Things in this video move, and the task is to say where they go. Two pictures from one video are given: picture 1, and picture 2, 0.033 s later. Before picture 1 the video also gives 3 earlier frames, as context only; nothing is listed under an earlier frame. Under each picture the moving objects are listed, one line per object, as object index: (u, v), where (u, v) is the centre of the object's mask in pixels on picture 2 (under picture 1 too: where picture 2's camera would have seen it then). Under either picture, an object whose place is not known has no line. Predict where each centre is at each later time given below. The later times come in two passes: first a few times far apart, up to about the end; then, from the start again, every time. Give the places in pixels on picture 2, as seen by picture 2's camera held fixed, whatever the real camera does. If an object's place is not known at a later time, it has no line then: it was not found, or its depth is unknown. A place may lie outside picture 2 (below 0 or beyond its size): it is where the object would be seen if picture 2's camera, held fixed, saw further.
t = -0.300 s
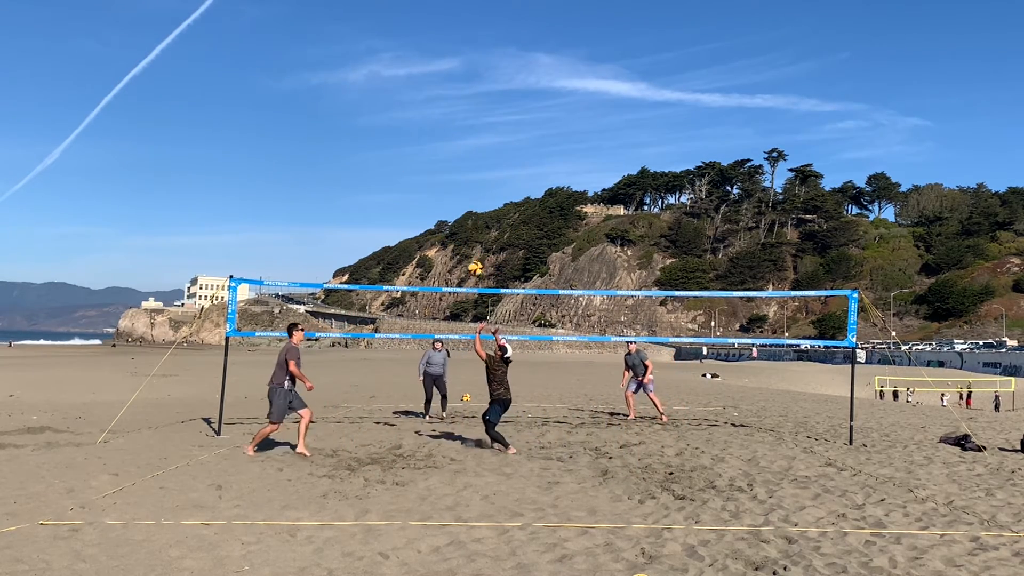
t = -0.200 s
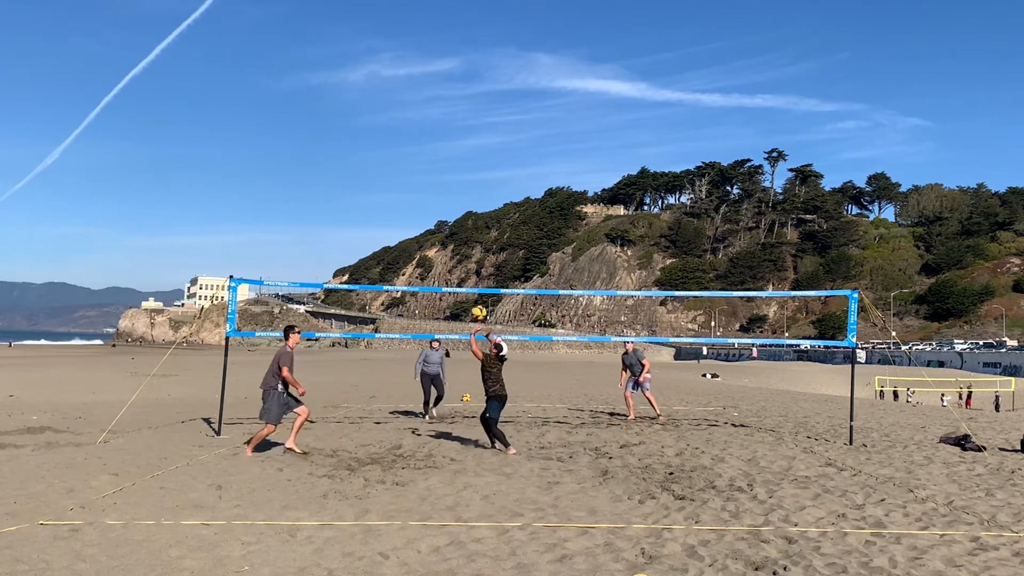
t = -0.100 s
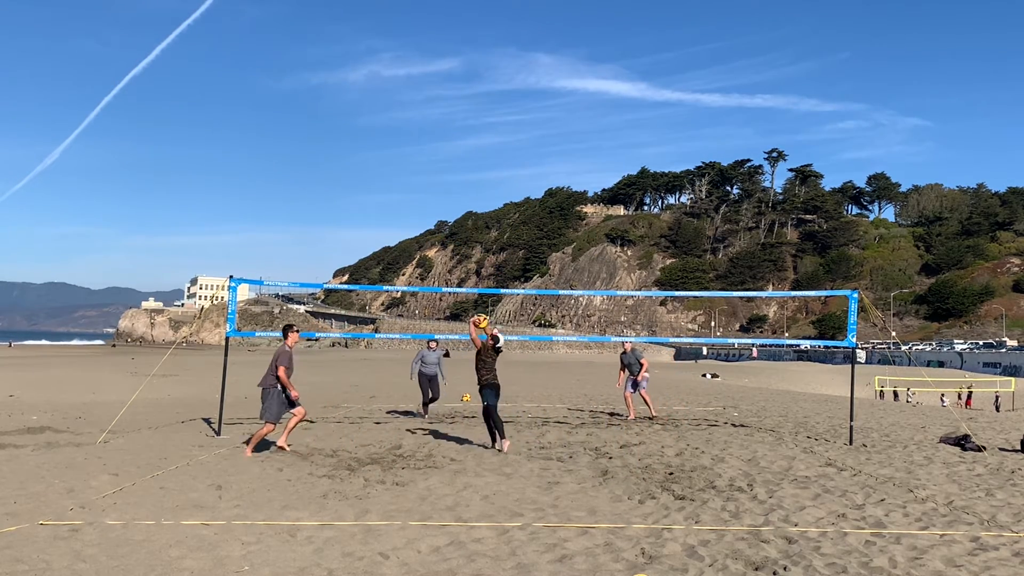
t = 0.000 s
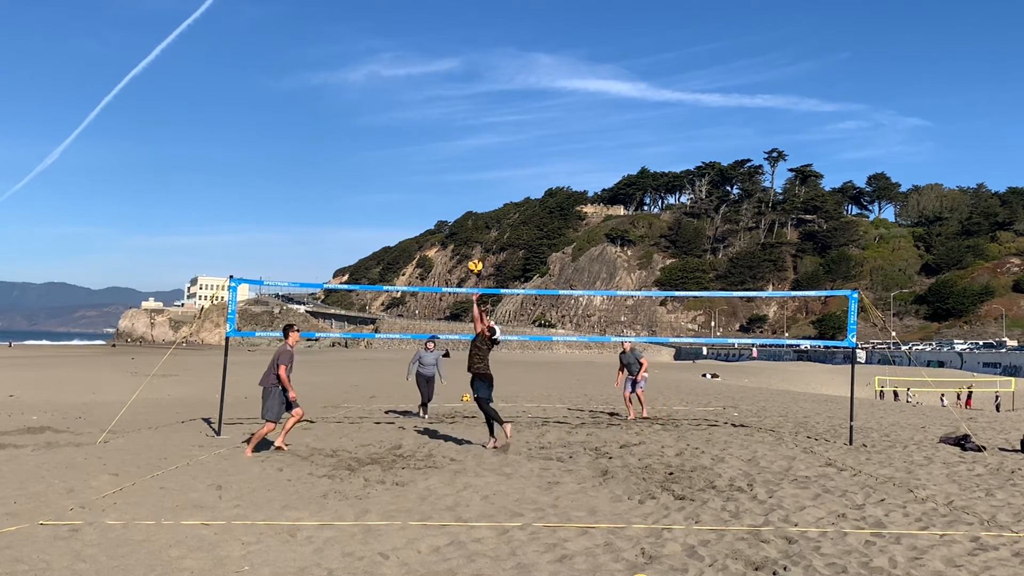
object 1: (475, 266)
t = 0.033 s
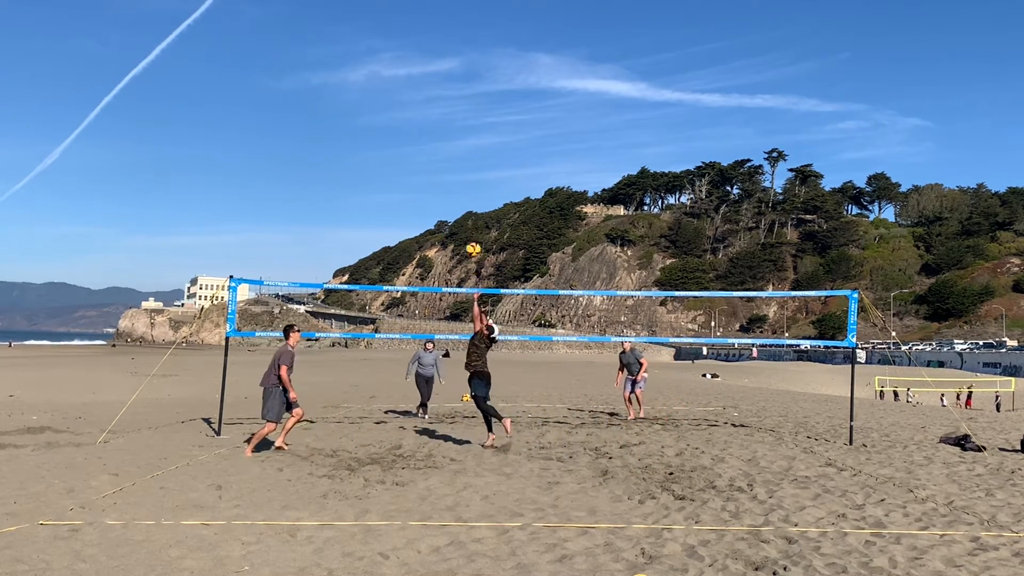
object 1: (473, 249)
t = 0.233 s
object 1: (459, 170)
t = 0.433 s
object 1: (443, 122)
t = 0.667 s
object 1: (424, 102)
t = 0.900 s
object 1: (404, 117)
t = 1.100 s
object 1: (386, 156)
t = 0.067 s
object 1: (471, 234)
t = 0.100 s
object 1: (469, 218)
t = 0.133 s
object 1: (466, 206)
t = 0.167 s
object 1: (464, 193)
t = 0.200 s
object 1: (462, 181)
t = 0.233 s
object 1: (459, 170)
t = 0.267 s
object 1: (456, 160)
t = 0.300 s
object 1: (454, 151)
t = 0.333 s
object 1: (451, 143)
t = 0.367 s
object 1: (449, 135)
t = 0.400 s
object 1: (446, 128)
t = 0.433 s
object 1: (443, 122)
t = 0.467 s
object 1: (441, 117)
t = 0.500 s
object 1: (438, 113)
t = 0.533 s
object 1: (435, 109)
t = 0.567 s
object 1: (433, 106)
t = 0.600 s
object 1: (430, 104)
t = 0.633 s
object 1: (427, 102)
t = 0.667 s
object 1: (424, 102)
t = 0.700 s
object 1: (421, 102)
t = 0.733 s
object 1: (419, 103)
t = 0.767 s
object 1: (416, 104)
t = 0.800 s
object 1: (413, 106)
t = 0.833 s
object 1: (410, 109)
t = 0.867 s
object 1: (407, 113)
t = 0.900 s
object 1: (404, 117)
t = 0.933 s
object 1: (401, 122)
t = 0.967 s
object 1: (398, 127)
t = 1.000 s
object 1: (395, 134)
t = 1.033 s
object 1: (392, 140)
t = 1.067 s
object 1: (389, 148)
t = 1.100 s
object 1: (386, 156)
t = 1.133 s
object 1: (382, 165)
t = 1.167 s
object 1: (379, 175)
